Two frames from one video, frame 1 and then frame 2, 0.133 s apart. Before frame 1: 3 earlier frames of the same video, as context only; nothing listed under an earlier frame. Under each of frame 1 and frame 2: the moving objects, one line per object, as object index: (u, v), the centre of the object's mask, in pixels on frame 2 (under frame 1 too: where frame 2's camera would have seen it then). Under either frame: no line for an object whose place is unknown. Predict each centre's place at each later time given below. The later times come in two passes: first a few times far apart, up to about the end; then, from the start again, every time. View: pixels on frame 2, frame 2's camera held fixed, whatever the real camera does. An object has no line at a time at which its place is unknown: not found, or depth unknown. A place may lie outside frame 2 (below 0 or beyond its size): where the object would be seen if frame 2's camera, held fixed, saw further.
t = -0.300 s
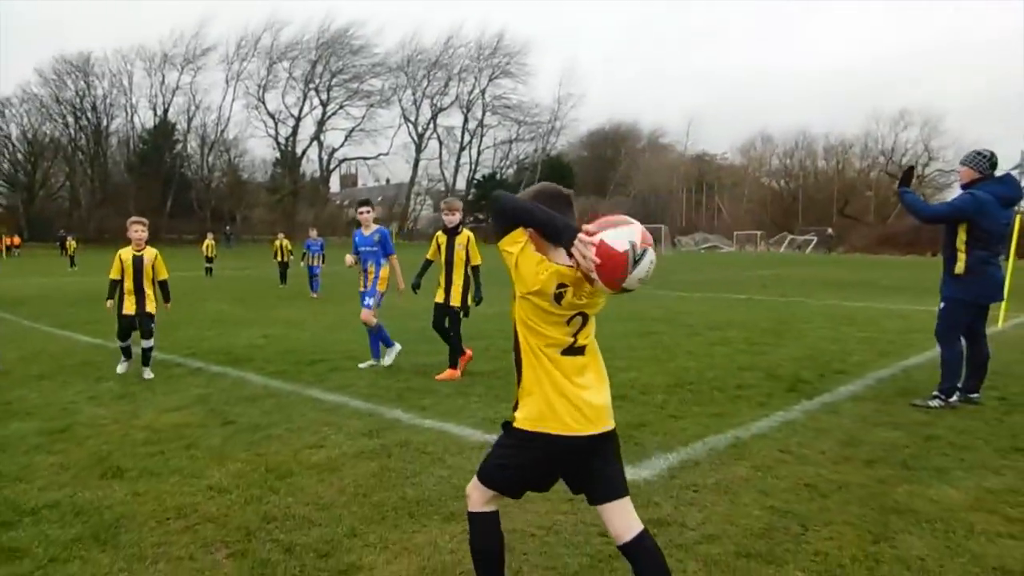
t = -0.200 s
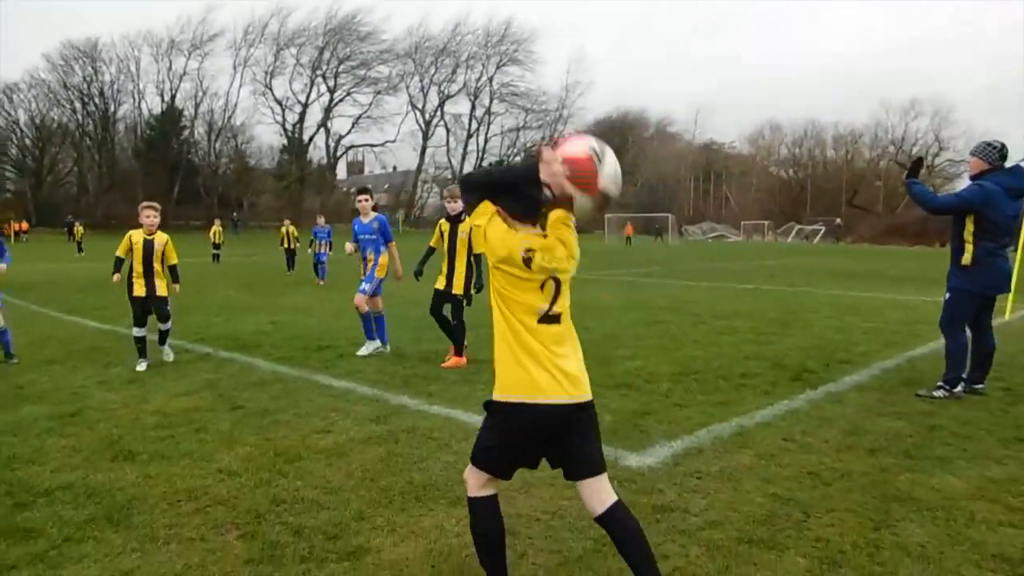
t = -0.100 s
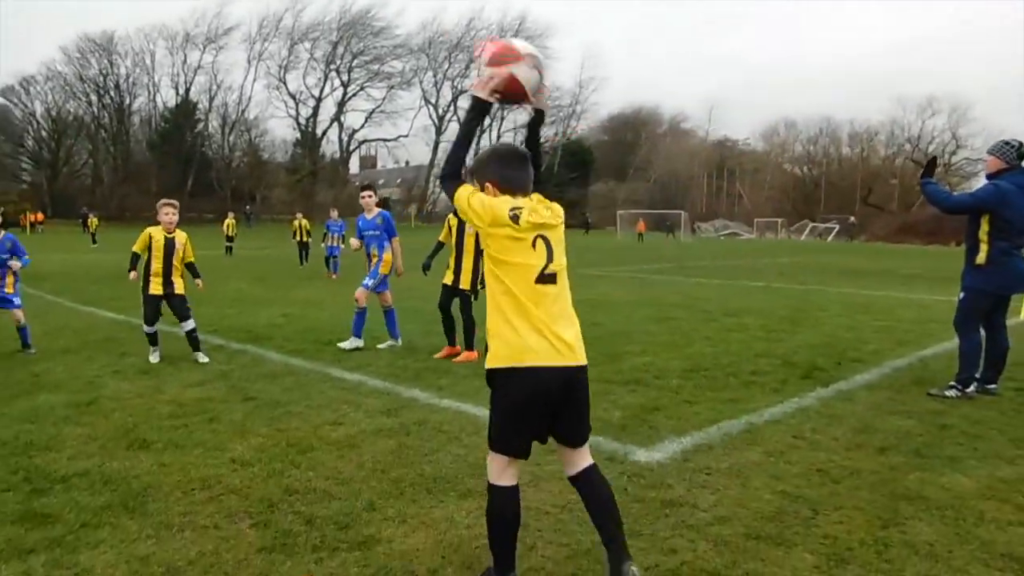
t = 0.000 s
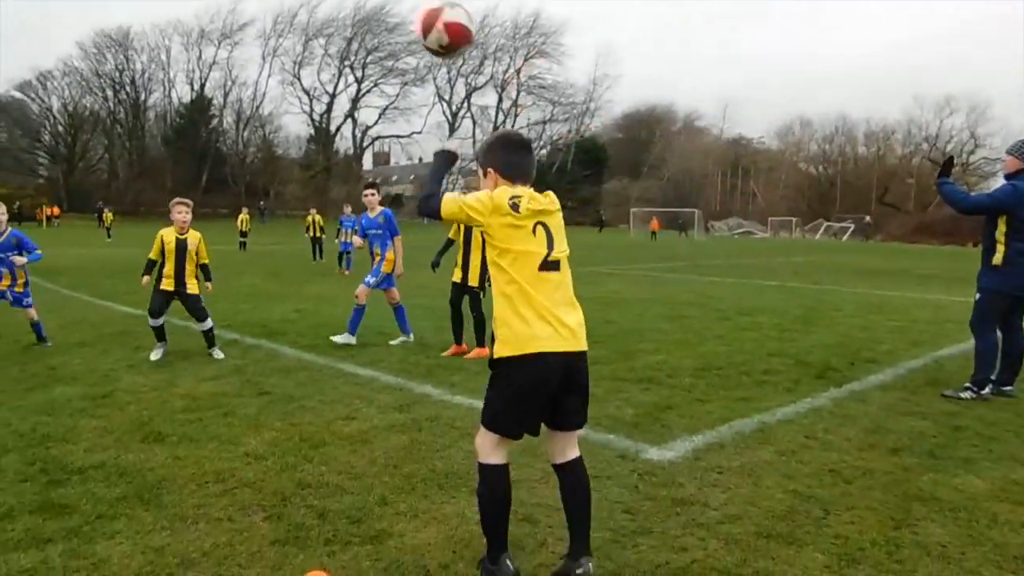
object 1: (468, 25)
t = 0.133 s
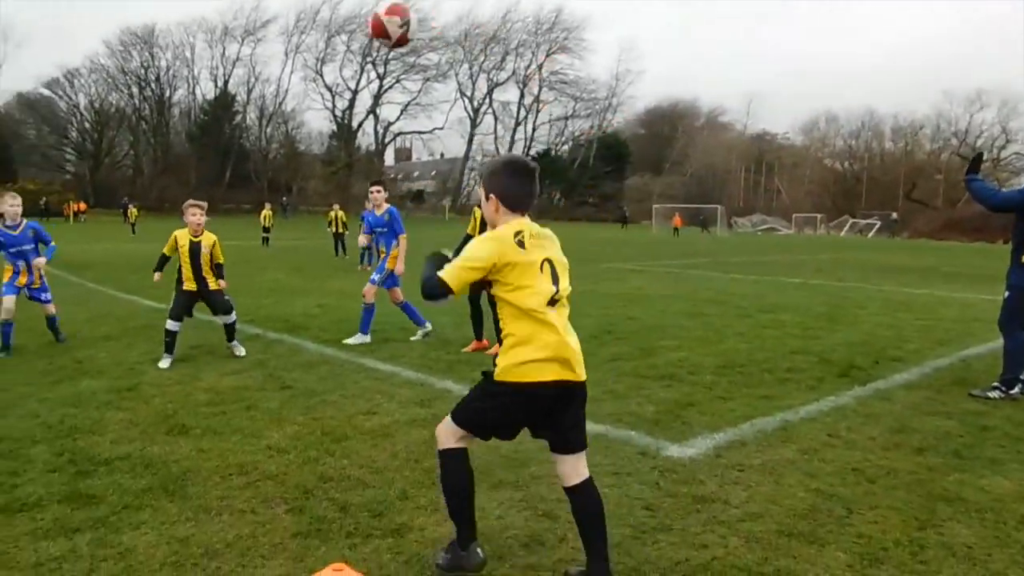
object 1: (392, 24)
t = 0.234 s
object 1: (352, 46)
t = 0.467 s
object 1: (280, 142)
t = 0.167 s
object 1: (378, 29)
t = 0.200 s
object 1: (364, 36)
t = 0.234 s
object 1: (352, 46)
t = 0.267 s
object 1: (339, 57)
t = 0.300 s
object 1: (329, 70)
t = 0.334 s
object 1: (318, 82)
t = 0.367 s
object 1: (308, 98)
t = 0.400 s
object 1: (299, 112)
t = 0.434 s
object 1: (287, 126)
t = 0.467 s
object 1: (280, 142)
